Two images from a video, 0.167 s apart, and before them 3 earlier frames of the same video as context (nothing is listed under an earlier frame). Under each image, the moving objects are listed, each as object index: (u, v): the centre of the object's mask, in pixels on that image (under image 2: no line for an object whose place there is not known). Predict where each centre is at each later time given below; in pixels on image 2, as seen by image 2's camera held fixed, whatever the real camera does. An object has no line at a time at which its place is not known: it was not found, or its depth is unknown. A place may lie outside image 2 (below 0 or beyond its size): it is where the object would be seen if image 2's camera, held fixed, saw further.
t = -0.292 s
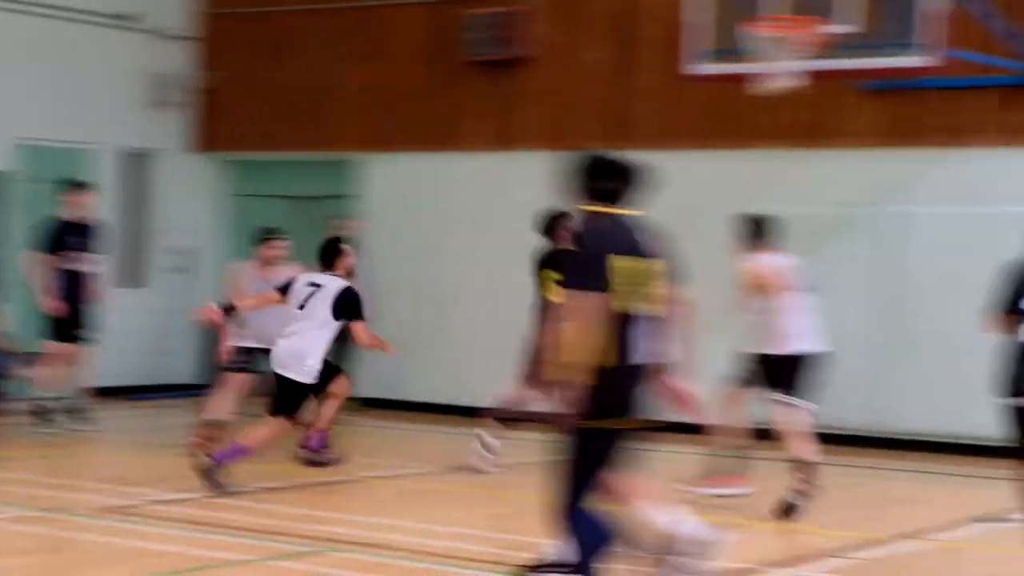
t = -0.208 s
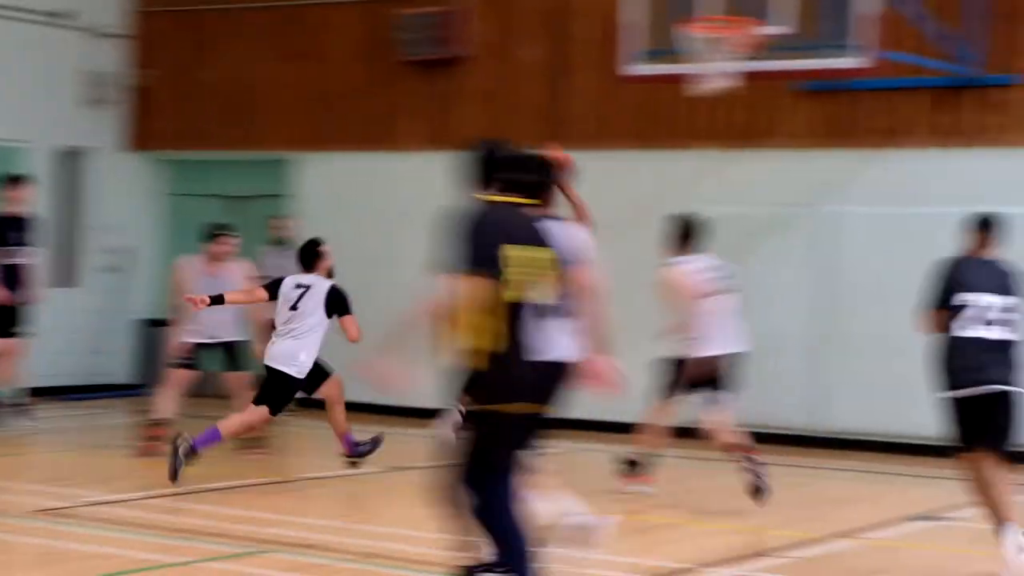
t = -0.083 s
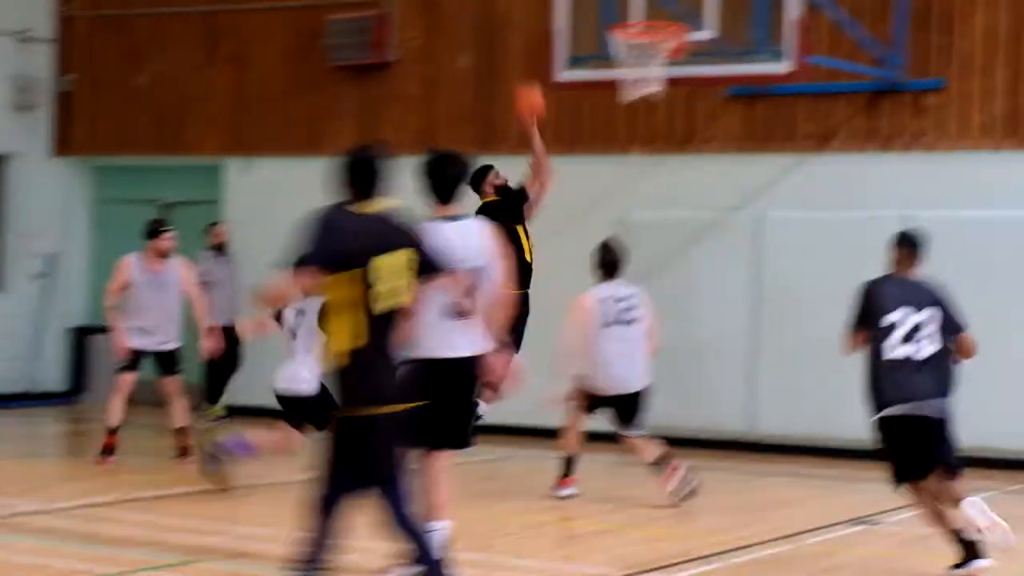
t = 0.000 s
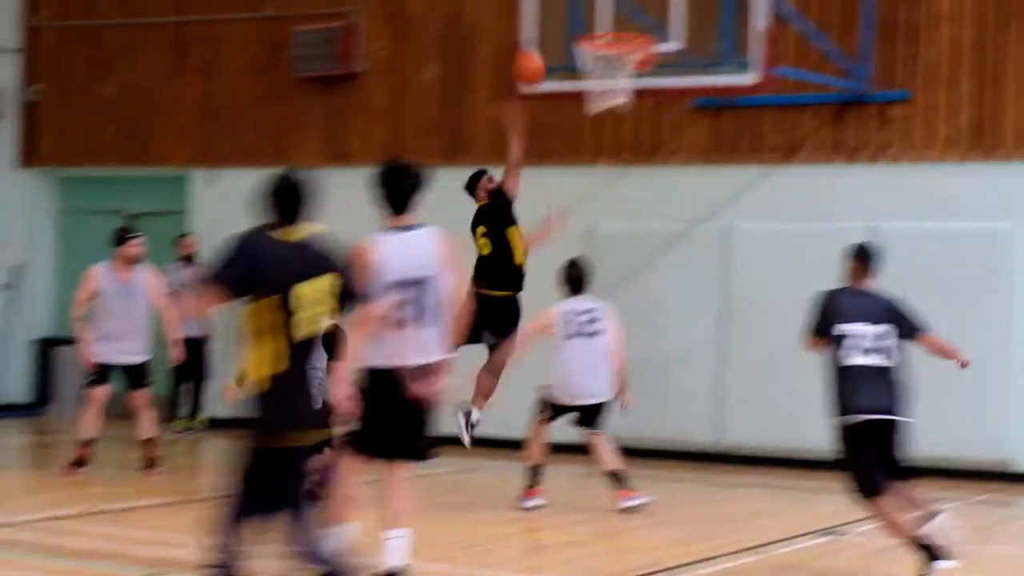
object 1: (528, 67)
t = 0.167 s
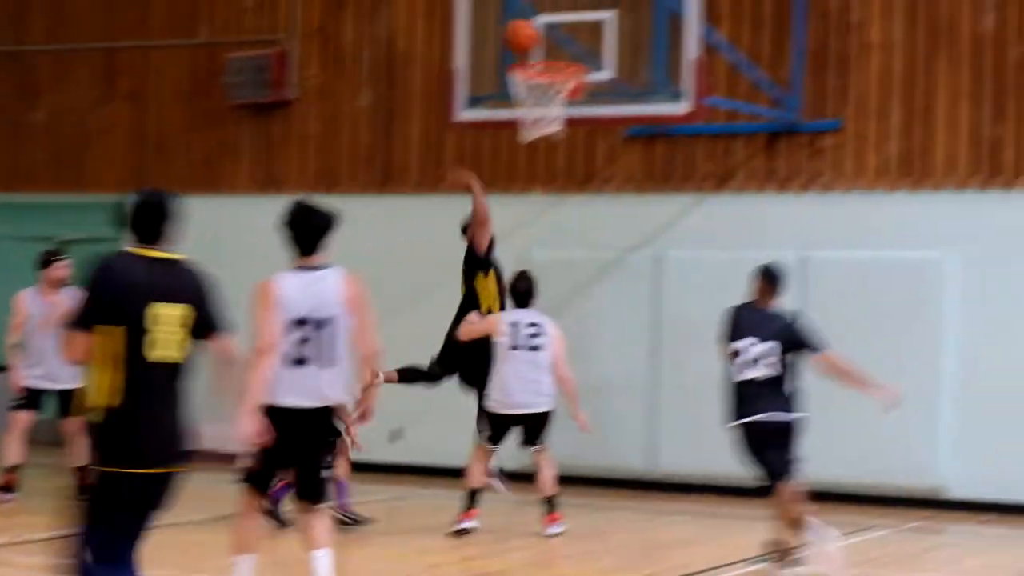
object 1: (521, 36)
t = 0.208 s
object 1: (524, 30)
